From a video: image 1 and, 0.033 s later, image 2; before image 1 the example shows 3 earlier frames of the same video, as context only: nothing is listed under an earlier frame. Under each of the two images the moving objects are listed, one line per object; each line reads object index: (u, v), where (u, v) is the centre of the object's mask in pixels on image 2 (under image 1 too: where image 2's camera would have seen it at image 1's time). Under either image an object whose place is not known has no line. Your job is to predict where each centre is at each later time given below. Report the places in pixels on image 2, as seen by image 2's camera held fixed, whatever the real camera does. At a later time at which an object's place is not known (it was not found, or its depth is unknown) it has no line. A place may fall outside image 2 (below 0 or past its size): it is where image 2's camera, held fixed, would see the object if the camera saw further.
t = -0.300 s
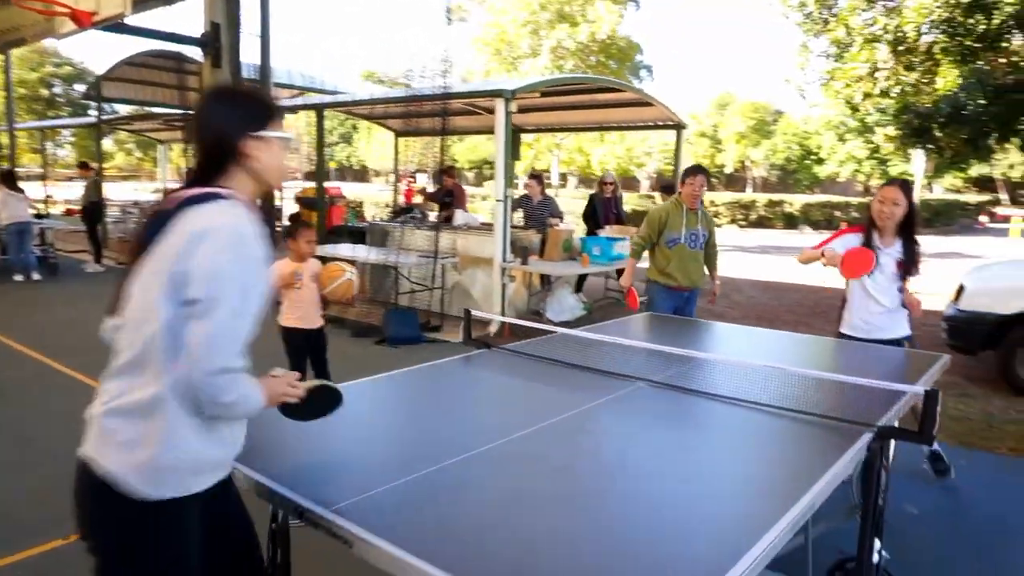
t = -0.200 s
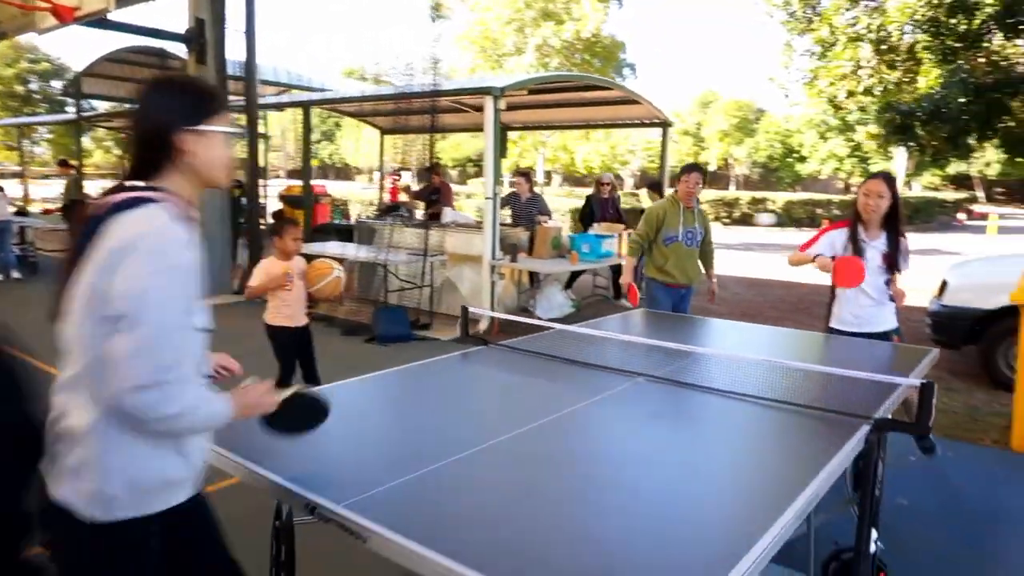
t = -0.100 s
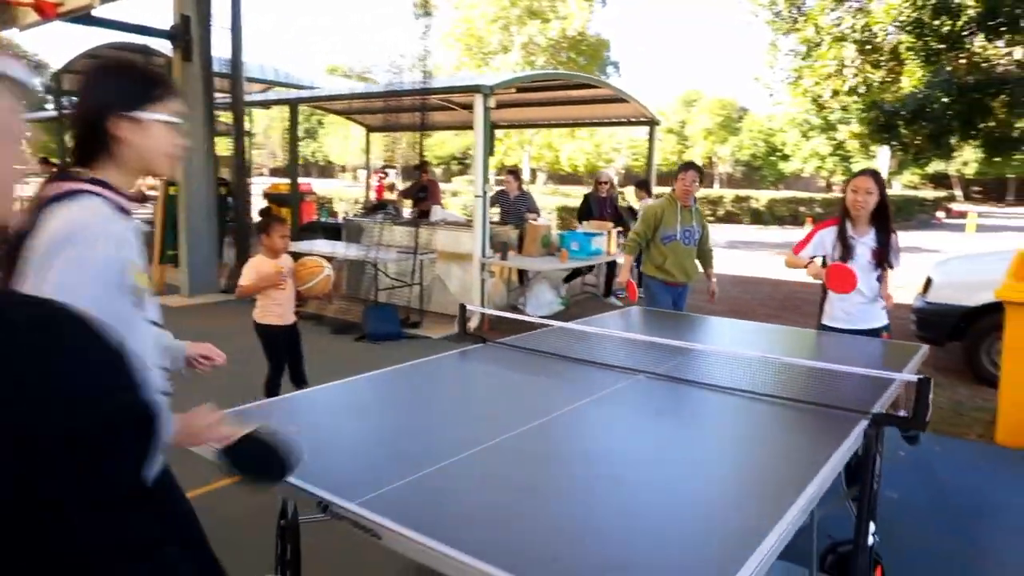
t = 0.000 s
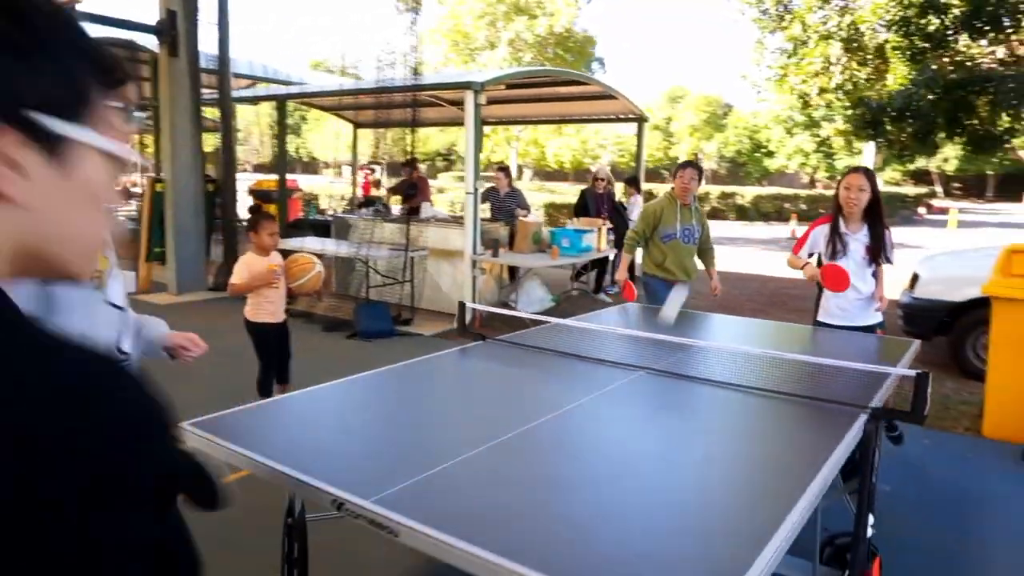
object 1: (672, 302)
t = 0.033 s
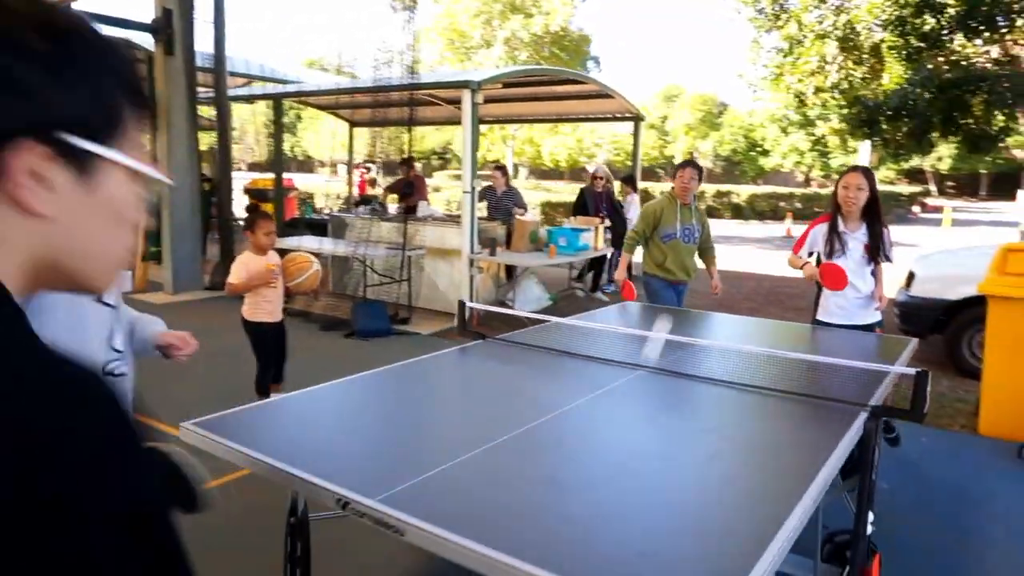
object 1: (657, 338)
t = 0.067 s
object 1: (639, 384)
